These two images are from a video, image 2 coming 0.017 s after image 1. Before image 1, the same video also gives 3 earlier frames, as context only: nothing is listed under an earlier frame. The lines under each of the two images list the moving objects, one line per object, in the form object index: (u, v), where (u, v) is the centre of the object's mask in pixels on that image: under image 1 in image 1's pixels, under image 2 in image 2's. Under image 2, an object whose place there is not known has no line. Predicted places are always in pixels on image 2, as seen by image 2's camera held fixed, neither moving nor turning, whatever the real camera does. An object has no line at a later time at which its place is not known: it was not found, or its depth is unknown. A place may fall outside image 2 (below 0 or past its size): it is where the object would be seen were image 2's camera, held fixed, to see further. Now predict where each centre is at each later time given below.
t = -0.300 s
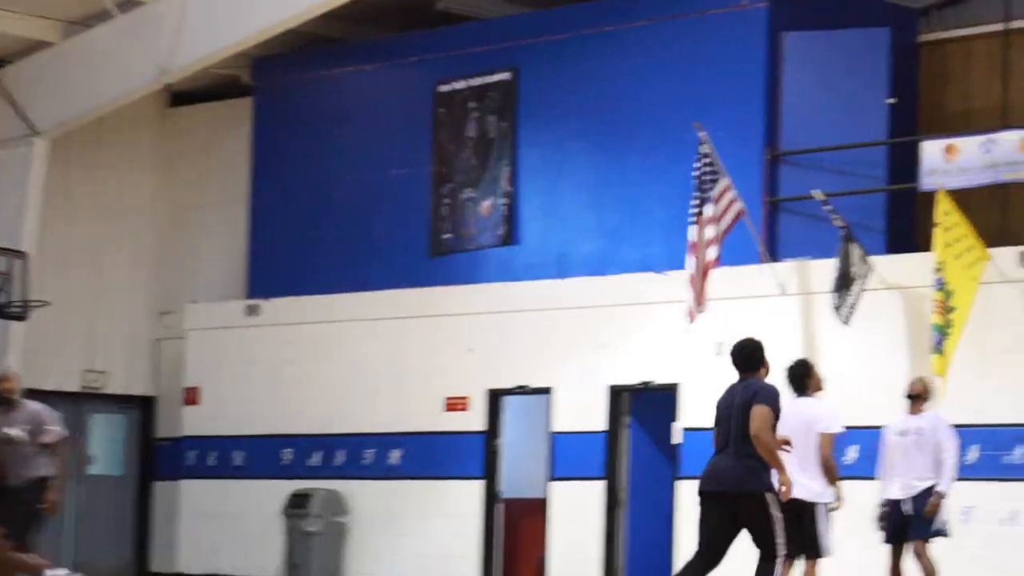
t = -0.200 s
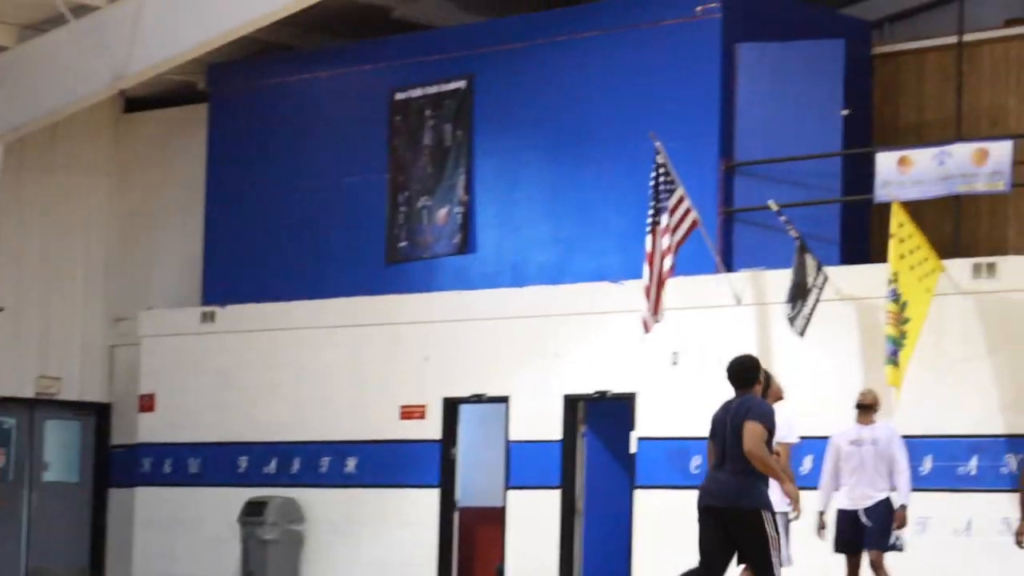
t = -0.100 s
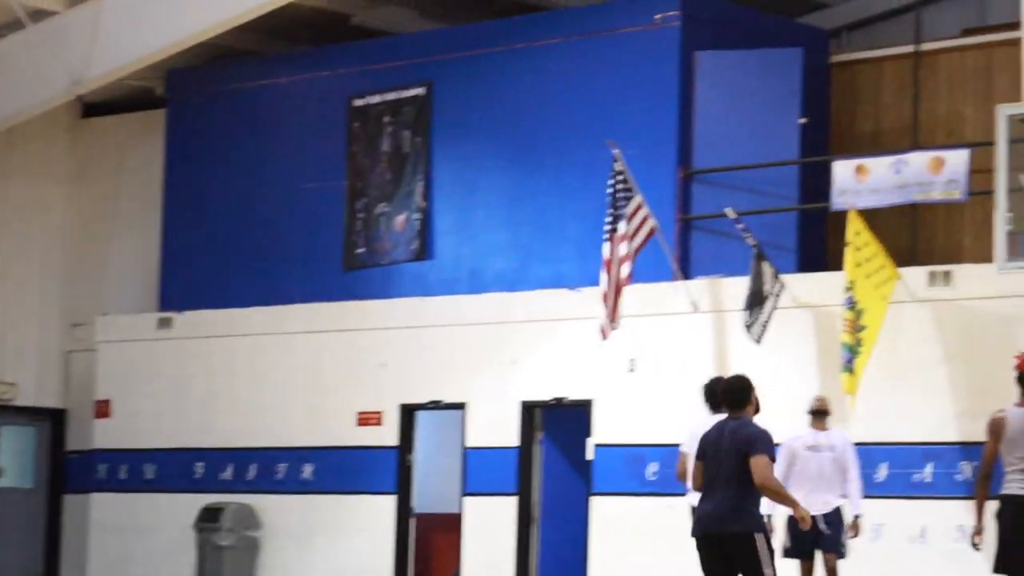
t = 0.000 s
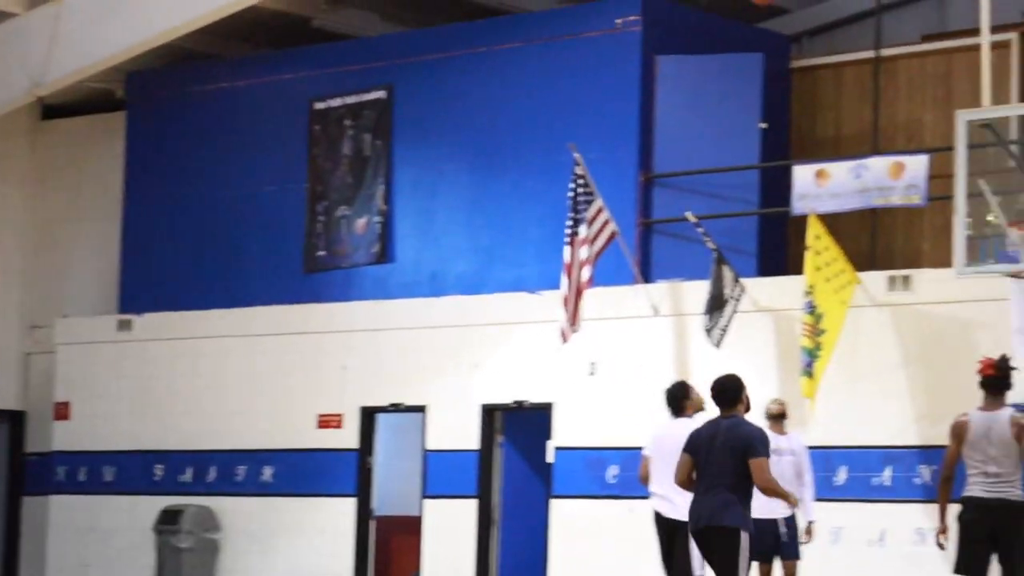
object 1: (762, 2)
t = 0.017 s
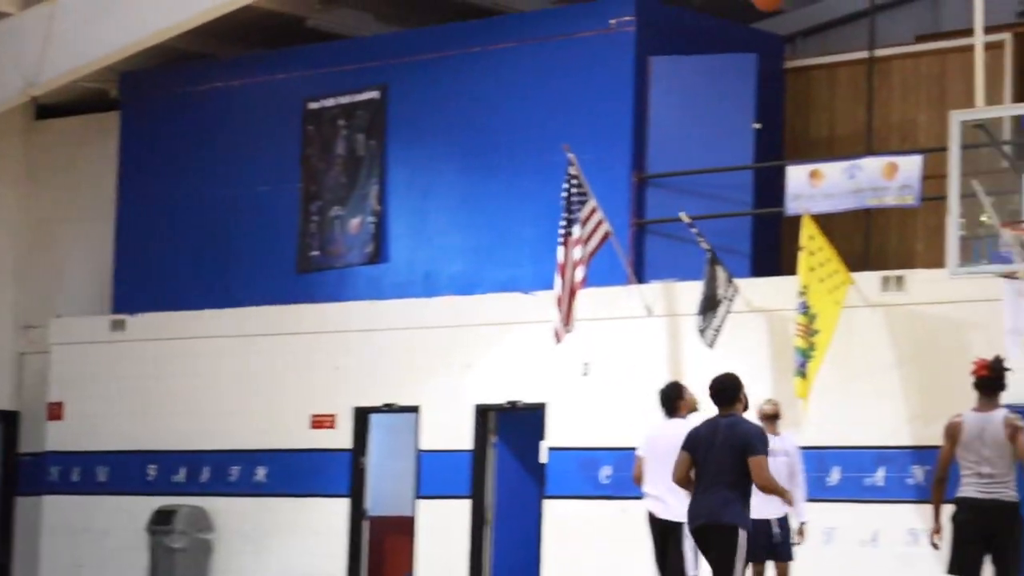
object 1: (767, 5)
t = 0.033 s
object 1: (780, 7)
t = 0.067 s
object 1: (804, 15)
